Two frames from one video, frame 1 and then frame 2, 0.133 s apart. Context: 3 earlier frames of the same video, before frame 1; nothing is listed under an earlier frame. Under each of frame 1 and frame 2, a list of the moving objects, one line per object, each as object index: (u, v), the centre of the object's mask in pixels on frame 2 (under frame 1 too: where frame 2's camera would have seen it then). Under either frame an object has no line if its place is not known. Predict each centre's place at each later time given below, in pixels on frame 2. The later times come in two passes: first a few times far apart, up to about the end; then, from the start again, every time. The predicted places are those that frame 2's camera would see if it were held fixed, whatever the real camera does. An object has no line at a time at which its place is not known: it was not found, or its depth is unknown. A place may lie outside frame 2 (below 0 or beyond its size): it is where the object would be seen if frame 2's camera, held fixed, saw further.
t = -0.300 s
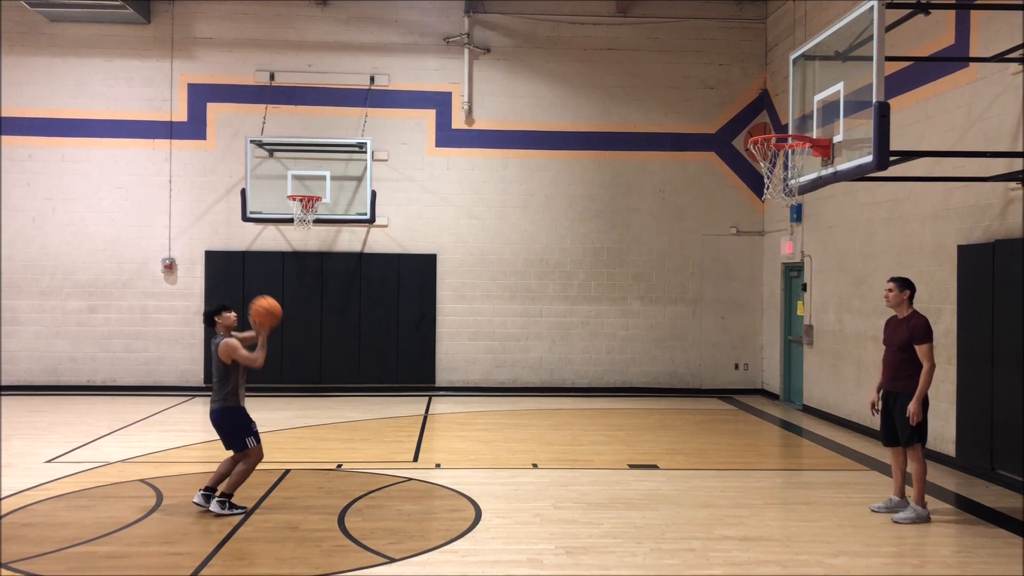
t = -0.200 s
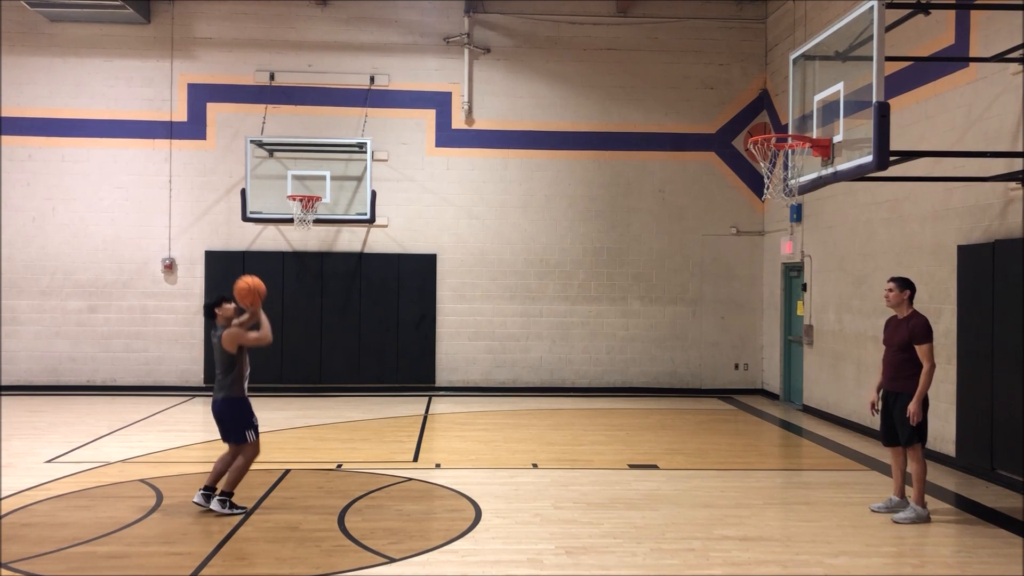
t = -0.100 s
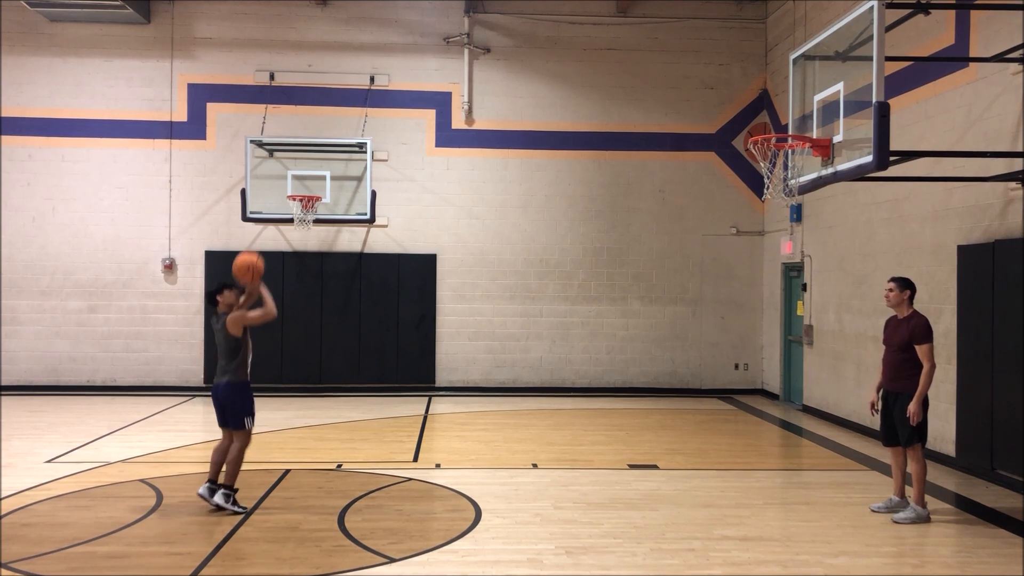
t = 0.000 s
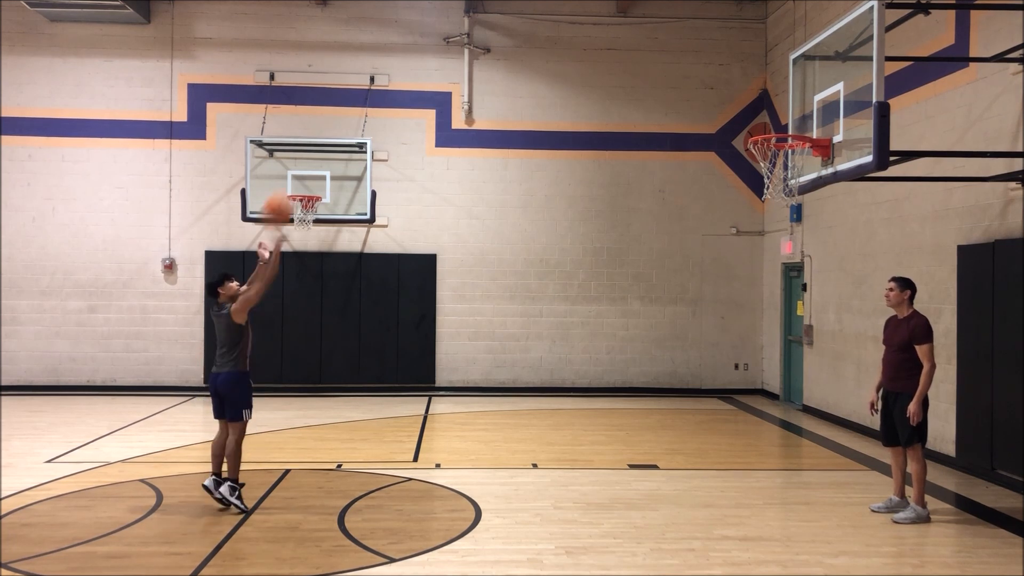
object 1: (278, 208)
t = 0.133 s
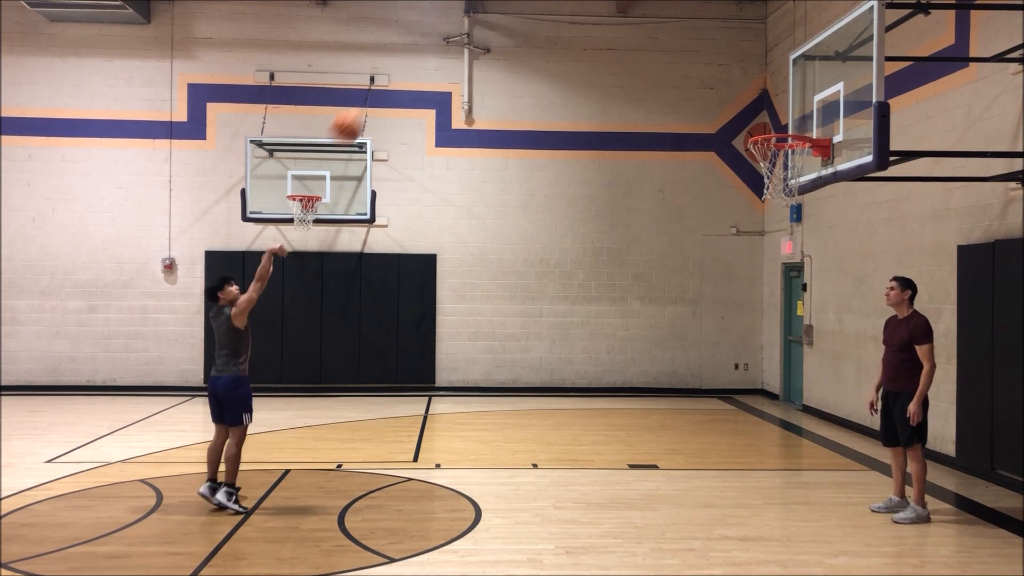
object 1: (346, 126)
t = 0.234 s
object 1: (397, 79)
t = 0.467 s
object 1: (510, 17)
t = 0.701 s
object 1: (620, 19)
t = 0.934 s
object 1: (727, 85)
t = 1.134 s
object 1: (808, 176)
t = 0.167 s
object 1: (364, 109)
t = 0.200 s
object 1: (379, 94)
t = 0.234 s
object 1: (397, 79)
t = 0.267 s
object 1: (414, 66)
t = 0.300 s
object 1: (429, 54)
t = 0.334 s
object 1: (445, 45)
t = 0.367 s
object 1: (462, 35)
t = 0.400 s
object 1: (477, 28)
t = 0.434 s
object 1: (494, 22)
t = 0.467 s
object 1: (510, 17)
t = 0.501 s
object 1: (525, 14)
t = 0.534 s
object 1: (541, 12)
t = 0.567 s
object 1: (557, 11)
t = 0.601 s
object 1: (573, 11)
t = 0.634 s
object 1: (588, 13)
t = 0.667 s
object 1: (604, 15)
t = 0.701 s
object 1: (620, 19)
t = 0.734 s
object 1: (635, 25)
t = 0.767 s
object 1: (651, 32)
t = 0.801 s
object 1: (666, 40)
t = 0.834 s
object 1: (682, 49)
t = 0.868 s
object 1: (697, 60)
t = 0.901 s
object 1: (713, 72)
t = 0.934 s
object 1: (727, 85)
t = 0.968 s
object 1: (743, 101)
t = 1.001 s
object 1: (759, 118)
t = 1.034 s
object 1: (772, 132)
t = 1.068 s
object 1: (785, 152)
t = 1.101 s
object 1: (801, 167)
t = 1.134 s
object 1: (808, 176)
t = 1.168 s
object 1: (807, 183)
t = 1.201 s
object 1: (804, 193)
